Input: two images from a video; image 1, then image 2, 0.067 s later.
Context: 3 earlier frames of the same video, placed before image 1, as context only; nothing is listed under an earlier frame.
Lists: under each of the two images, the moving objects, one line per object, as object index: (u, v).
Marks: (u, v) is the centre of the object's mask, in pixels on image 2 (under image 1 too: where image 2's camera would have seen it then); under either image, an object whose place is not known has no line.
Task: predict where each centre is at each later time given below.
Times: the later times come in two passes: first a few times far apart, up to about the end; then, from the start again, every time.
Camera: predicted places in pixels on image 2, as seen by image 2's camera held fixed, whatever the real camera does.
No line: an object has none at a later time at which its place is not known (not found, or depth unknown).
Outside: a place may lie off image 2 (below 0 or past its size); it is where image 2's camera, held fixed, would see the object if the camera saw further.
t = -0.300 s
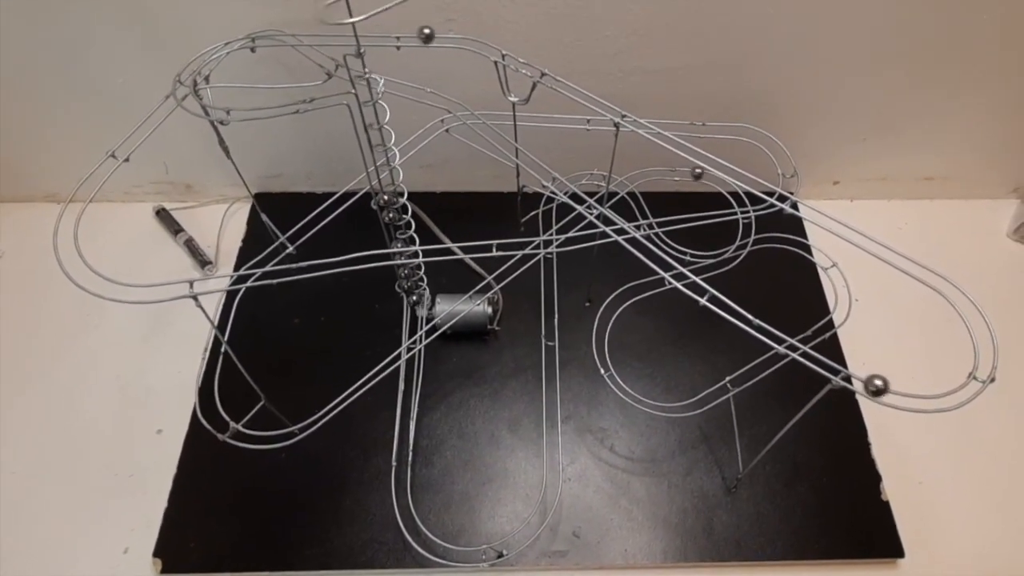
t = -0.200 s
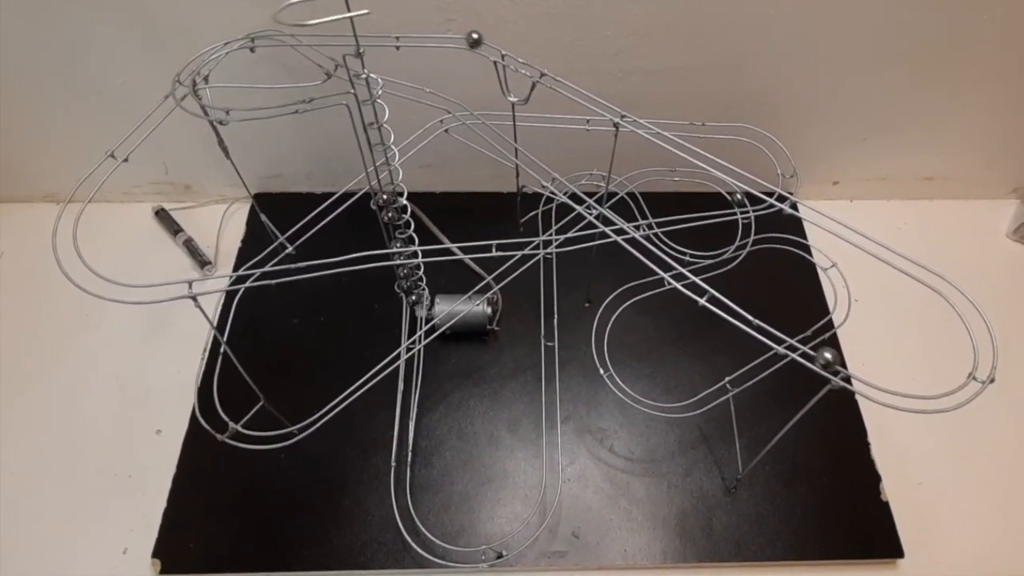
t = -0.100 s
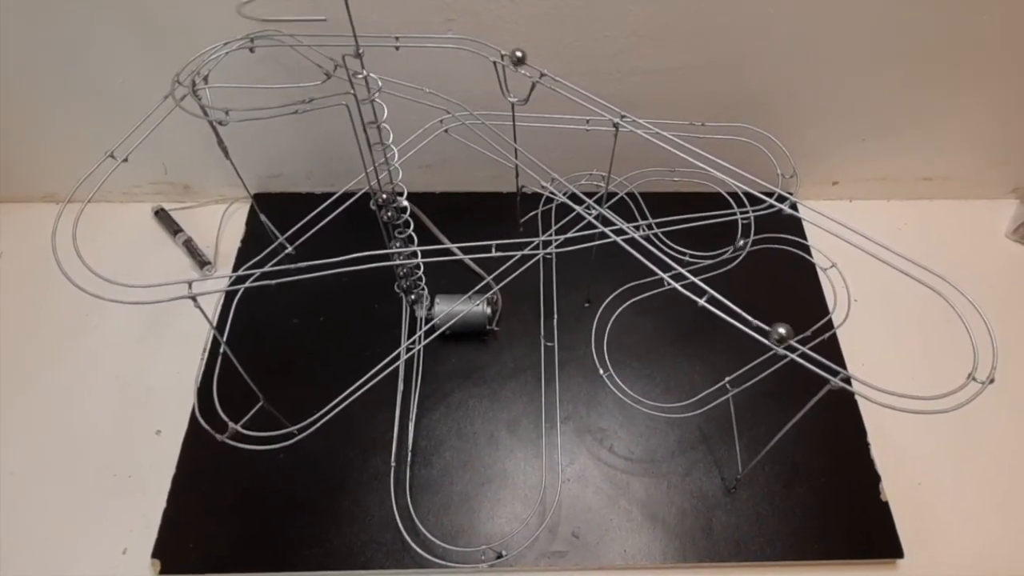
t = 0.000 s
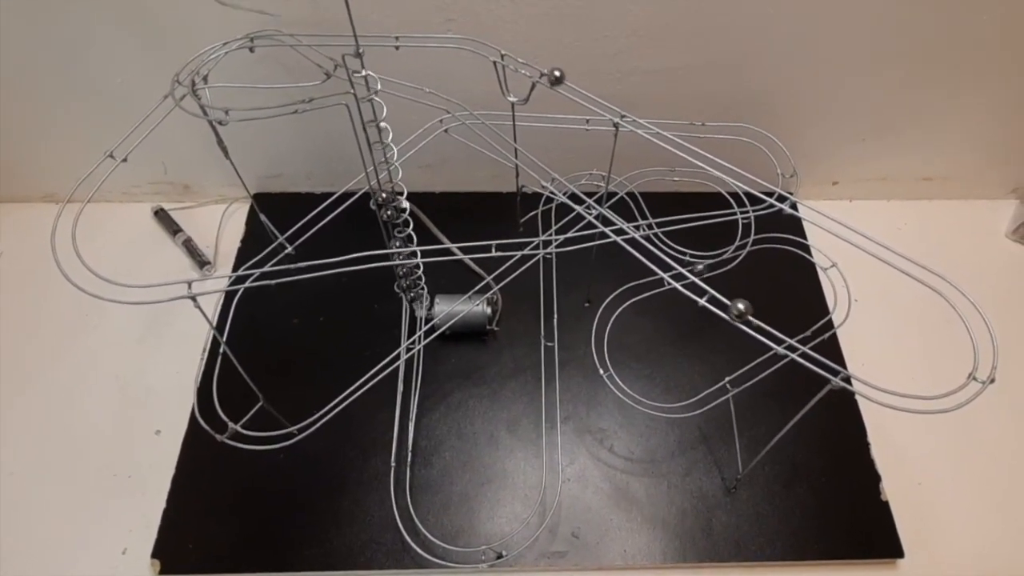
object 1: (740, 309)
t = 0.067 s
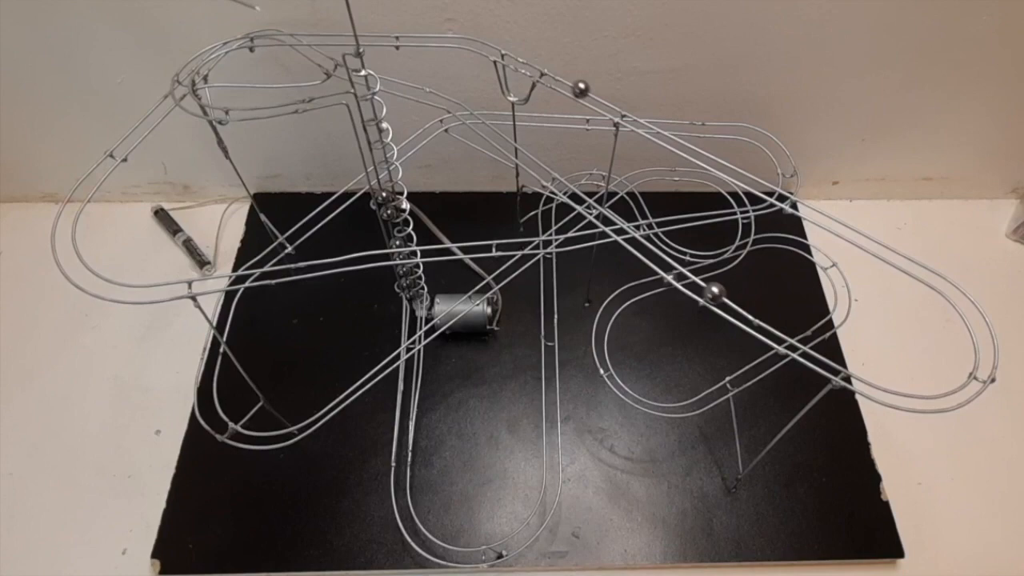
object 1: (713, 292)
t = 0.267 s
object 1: (642, 244)
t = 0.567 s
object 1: (548, 172)
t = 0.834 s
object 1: (470, 112)
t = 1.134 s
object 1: (377, 74)
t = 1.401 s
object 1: (303, 43)
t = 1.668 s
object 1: (221, 41)
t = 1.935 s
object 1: (152, 109)
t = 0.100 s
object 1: (701, 286)
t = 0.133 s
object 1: (689, 277)
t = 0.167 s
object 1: (676, 268)
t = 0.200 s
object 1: (666, 260)
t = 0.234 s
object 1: (654, 252)
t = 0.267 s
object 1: (642, 244)
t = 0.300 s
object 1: (633, 236)
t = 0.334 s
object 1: (621, 226)
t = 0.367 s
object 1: (610, 218)
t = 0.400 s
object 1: (599, 210)
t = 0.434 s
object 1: (589, 203)
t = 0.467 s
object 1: (578, 195)
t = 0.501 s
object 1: (567, 187)
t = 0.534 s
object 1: (558, 179)
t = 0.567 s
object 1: (548, 172)
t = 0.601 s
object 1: (538, 164)
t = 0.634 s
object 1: (527, 156)
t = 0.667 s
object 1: (517, 149)
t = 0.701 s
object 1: (507, 142)
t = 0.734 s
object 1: (498, 134)
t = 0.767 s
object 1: (488, 127)
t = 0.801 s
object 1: (478, 119)
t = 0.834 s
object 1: (470, 112)
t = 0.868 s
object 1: (460, 106)
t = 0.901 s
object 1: (451, 98)
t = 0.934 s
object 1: (438, 96)
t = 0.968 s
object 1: (426, 92)
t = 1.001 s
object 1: (416, 88)
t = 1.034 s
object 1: (405, 86)
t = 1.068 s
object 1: (395, 82)
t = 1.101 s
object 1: (384, 78)
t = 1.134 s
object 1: (377, 74)
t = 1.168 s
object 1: (360, 72)
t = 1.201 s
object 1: (353, 70)
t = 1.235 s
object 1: (339, 67)
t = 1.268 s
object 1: (332, 64)
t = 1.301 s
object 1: (325, 57)
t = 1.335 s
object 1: (318, 53)
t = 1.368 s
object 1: (310, 49)
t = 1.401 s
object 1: (303, 43)
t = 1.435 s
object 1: (296, 39)
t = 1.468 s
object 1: (289, 34)
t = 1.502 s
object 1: (281, 31)
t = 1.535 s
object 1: (272, 26)
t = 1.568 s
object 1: (261, 26)
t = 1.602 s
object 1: (247, 28)
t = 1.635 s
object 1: (233, 32)
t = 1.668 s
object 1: (221, 41)
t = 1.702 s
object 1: (208, 49)
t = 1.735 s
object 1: (202, 63)
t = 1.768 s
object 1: (190, 71)
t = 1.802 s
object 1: (181, 80)
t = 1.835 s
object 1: (174, 88)
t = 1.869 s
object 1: (165, 95)
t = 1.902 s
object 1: (160, 103)
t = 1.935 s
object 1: (152, 109)
